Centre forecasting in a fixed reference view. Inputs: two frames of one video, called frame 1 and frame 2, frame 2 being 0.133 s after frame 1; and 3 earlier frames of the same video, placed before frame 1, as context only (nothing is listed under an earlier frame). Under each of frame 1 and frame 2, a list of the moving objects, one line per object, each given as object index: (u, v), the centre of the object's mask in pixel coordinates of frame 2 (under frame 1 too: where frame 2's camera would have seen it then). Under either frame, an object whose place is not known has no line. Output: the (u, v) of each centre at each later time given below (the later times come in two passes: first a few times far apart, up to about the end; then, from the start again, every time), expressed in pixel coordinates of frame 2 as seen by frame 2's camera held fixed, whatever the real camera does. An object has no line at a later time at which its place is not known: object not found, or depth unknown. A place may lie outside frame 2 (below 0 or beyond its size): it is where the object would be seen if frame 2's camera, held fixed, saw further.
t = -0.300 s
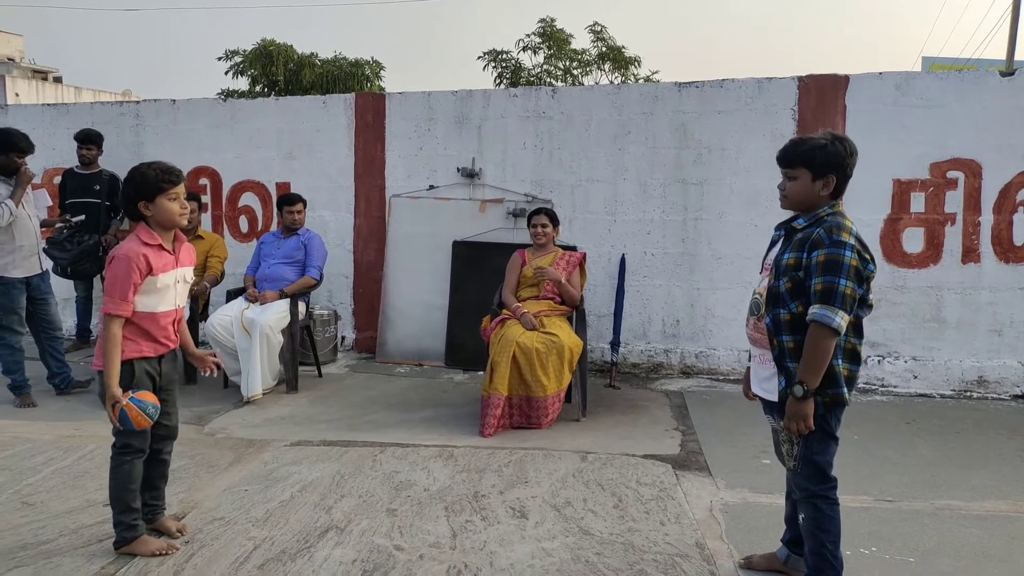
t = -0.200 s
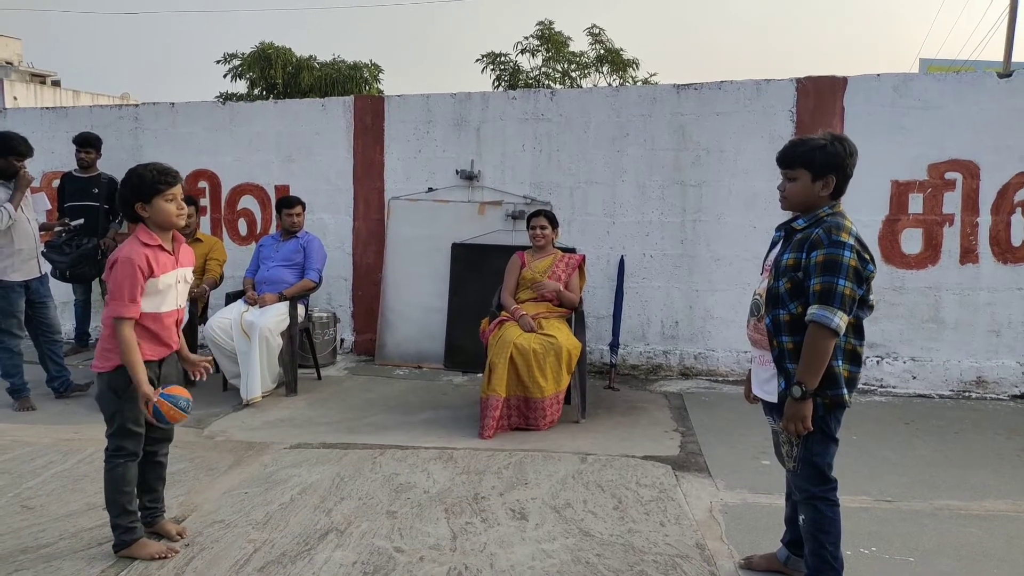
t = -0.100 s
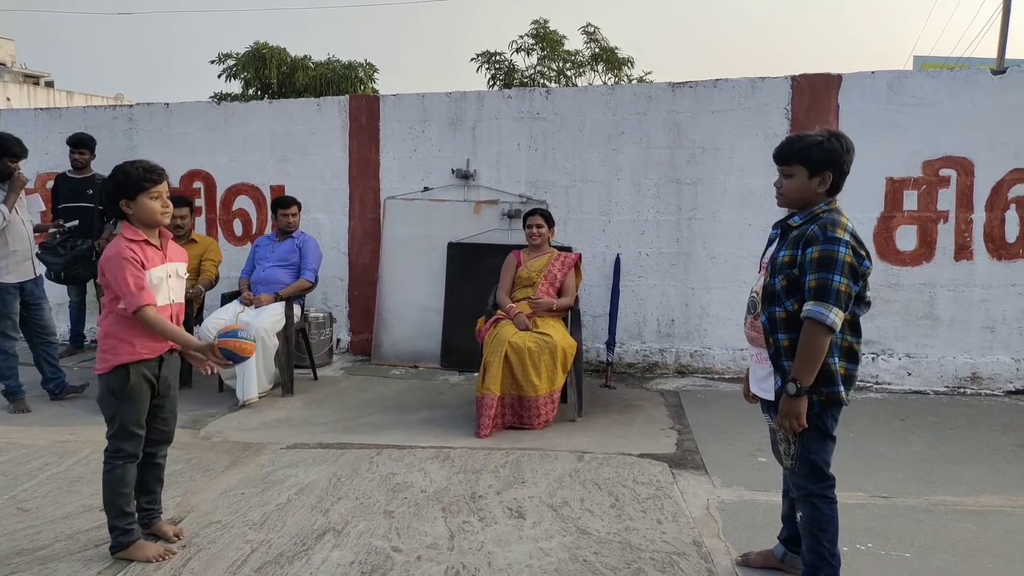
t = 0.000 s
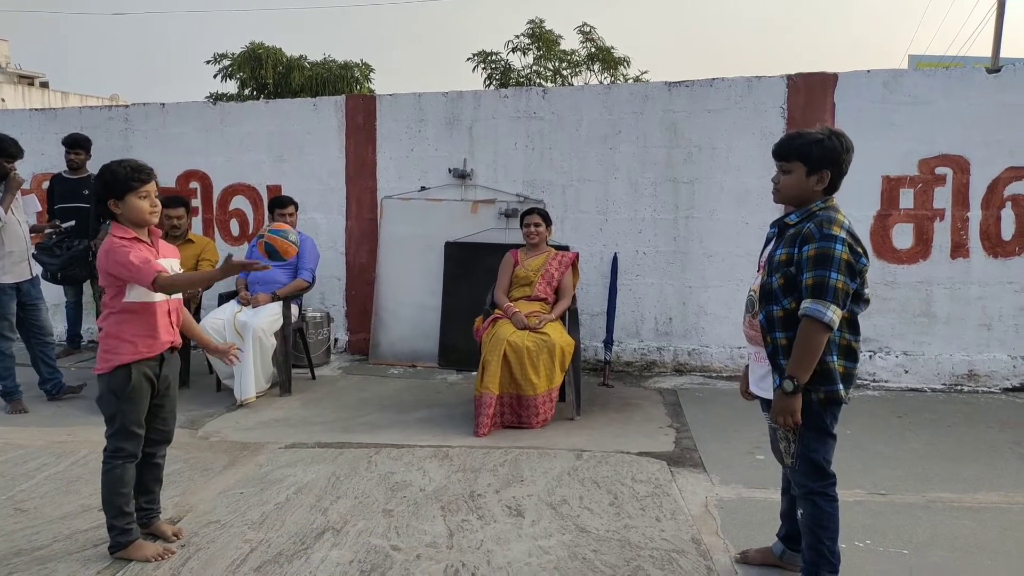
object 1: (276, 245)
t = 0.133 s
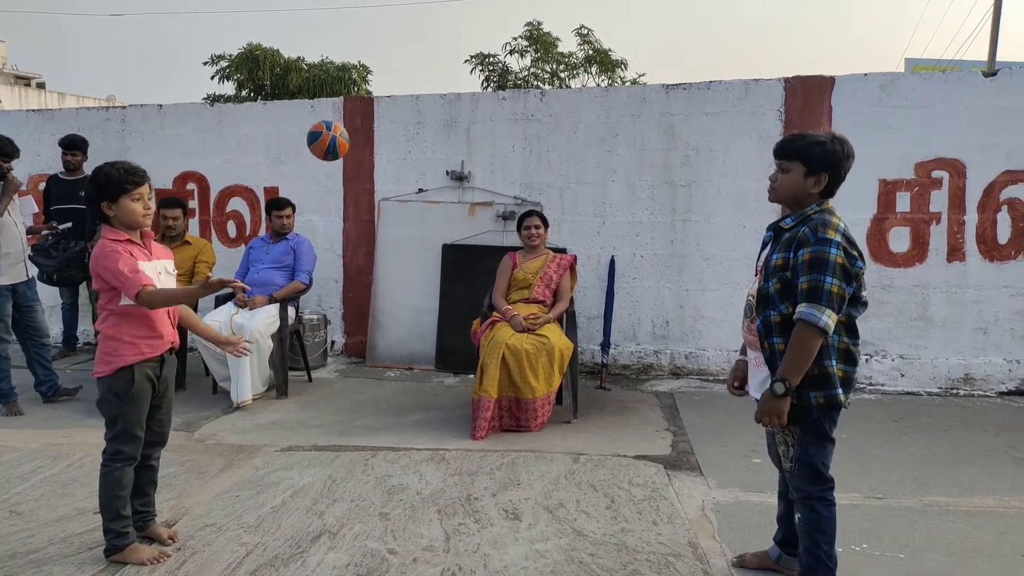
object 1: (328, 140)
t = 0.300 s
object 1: (395, 88)
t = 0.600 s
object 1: (516, 218)
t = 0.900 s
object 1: (622, 508)
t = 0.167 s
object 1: (342, 123)
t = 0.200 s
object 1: (355, 109)
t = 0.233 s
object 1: (369, 97)
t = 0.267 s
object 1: (382, 91)
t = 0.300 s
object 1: (395, 88)
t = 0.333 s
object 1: (409, 89)
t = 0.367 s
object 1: (423, 93)
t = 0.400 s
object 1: (436, 100)
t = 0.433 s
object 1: (450, 111)
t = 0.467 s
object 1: (464, 126)
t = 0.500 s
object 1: (477, 144)
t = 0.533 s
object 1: (491, 165)
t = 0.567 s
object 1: (504, 191)
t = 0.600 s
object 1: (516, 218)
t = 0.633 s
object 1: (529, 250)
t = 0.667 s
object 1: (543, 285)
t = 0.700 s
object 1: (554, 322)
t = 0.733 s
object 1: (567, 364)
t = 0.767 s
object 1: (579, 406)
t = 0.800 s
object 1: (590, 453)
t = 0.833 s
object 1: (602, 502)
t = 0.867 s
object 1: (612, 540)
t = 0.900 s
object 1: (622, 508)
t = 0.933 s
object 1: (631, 480)
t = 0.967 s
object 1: (641, 455)
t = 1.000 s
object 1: (651, 433)
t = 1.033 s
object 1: (660, 413)
